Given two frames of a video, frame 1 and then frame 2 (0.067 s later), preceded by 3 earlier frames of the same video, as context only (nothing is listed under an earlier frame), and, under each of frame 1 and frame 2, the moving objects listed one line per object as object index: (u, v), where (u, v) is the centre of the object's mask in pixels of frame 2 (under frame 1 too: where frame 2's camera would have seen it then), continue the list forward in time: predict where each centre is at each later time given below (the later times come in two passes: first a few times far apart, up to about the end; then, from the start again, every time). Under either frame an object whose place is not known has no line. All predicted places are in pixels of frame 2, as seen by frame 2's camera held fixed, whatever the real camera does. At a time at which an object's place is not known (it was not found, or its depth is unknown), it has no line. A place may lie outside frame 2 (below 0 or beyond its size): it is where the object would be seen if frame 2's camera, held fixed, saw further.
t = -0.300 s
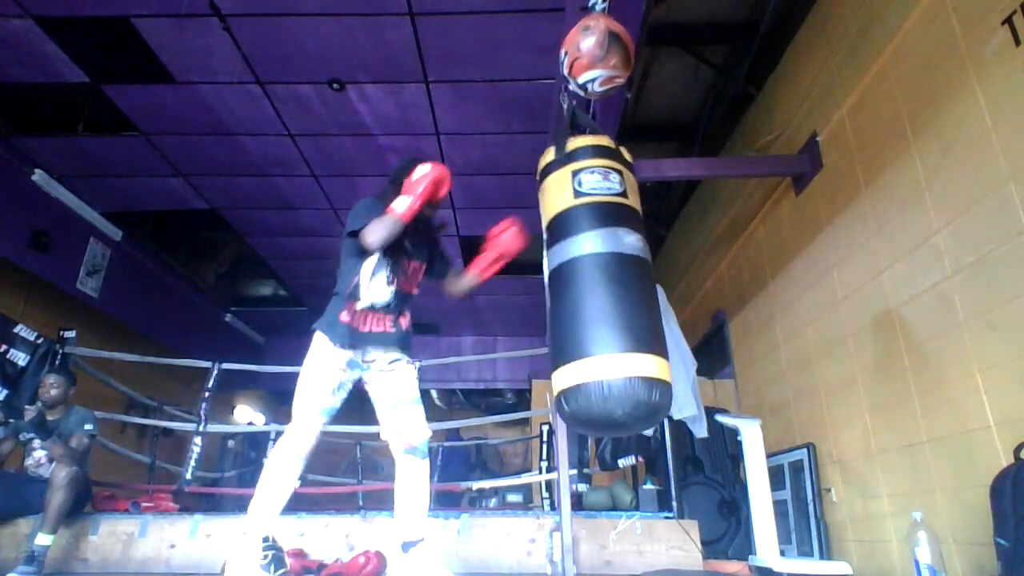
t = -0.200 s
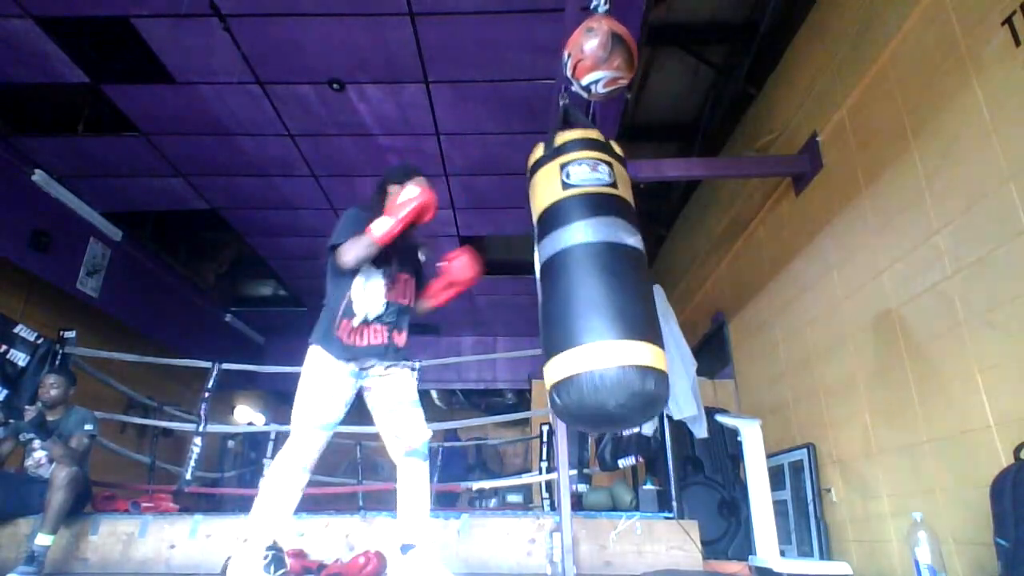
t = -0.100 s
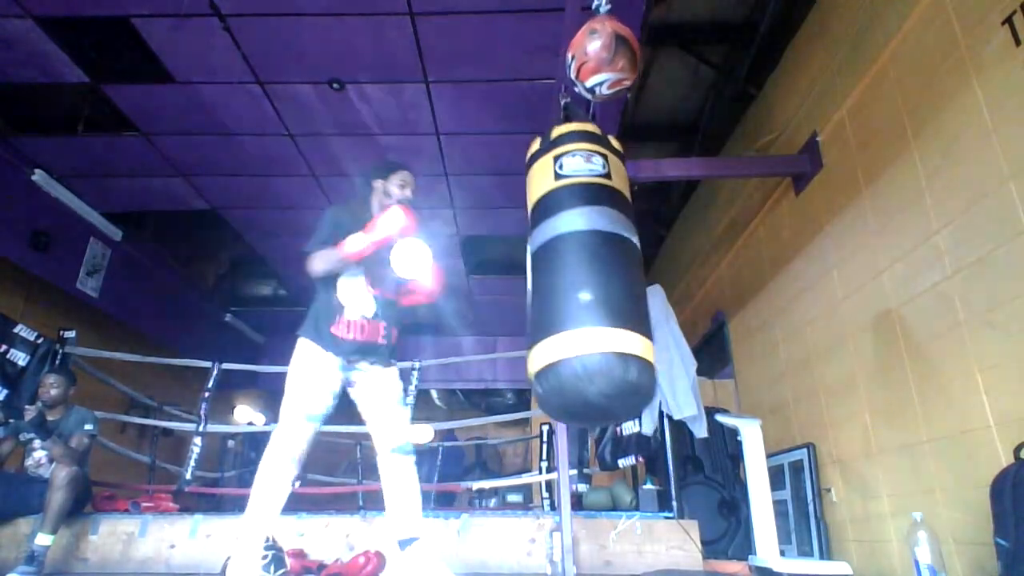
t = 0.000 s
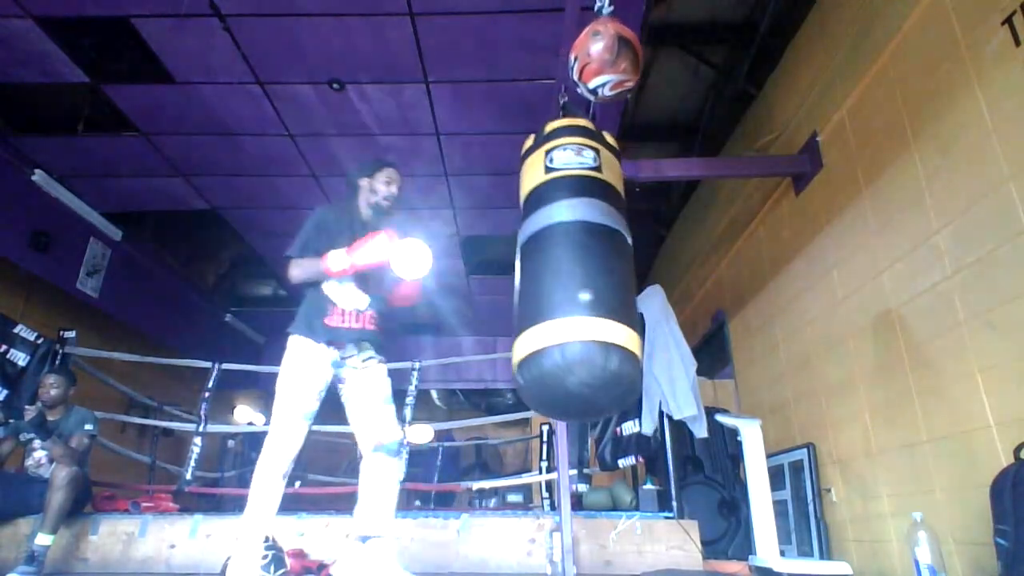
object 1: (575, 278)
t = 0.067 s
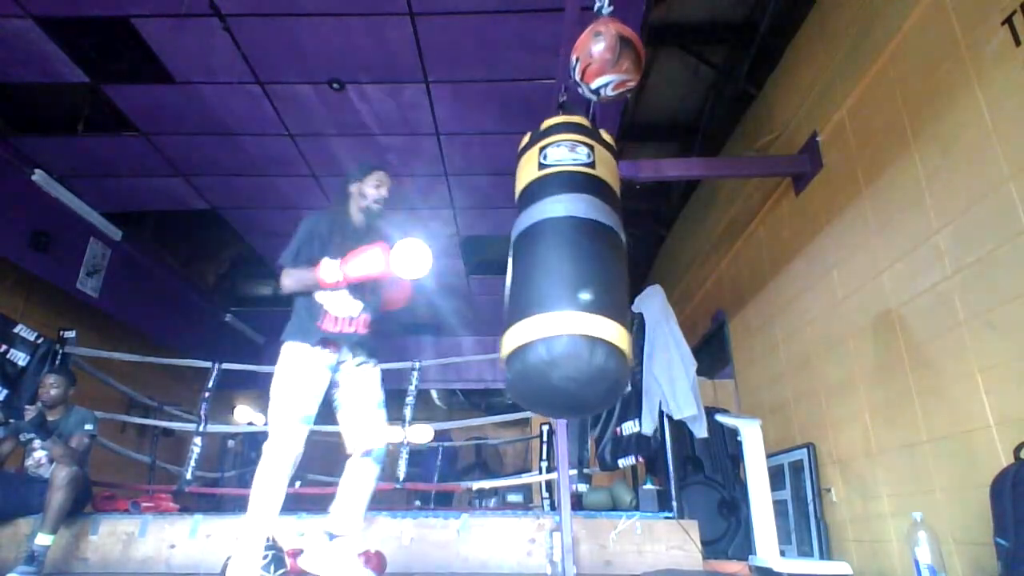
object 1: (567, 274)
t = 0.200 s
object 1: (552, 273)
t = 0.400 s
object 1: (537, 278)
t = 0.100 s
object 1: (563, 273)
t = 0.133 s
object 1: (560, 273)
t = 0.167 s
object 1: (556, 273)
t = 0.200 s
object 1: (552, 273)
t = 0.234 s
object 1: (549, 273)
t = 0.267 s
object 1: (546, 273)
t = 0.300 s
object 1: (543, 274)
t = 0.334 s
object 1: (541, 275)
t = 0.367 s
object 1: (539, 277)
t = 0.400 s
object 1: (537, 278)
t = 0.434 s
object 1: (536, 280)
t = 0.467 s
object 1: (535, 281)
